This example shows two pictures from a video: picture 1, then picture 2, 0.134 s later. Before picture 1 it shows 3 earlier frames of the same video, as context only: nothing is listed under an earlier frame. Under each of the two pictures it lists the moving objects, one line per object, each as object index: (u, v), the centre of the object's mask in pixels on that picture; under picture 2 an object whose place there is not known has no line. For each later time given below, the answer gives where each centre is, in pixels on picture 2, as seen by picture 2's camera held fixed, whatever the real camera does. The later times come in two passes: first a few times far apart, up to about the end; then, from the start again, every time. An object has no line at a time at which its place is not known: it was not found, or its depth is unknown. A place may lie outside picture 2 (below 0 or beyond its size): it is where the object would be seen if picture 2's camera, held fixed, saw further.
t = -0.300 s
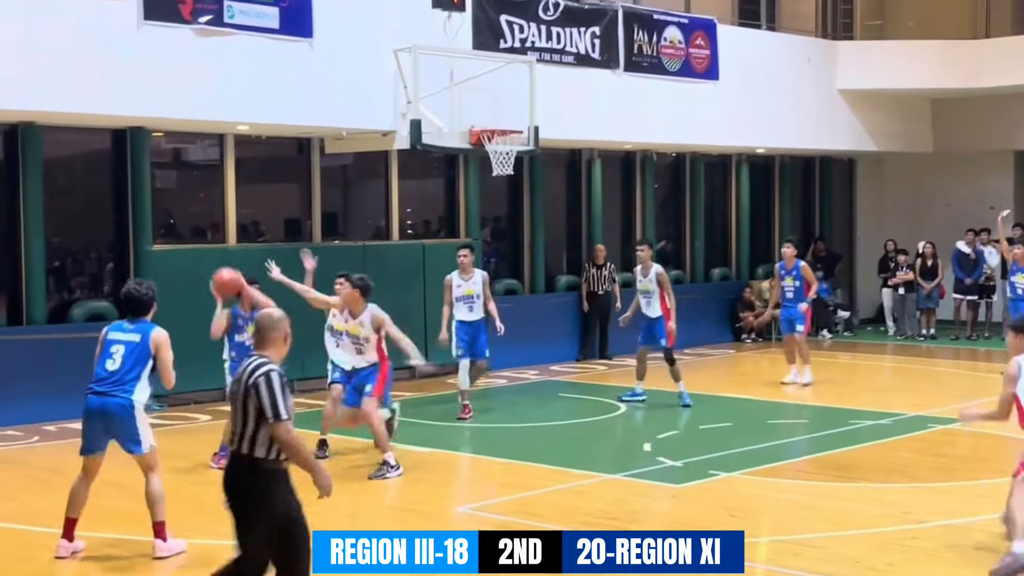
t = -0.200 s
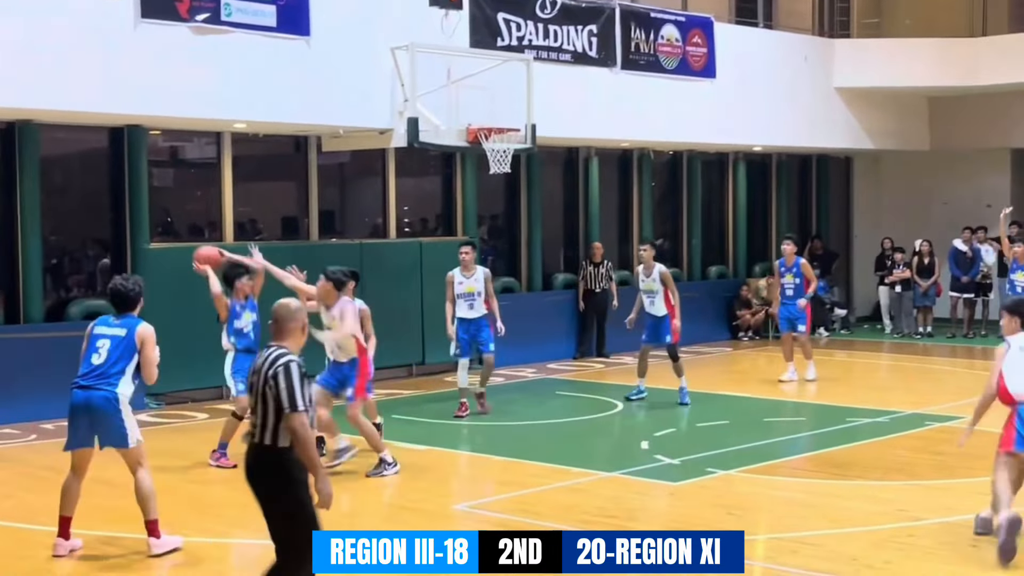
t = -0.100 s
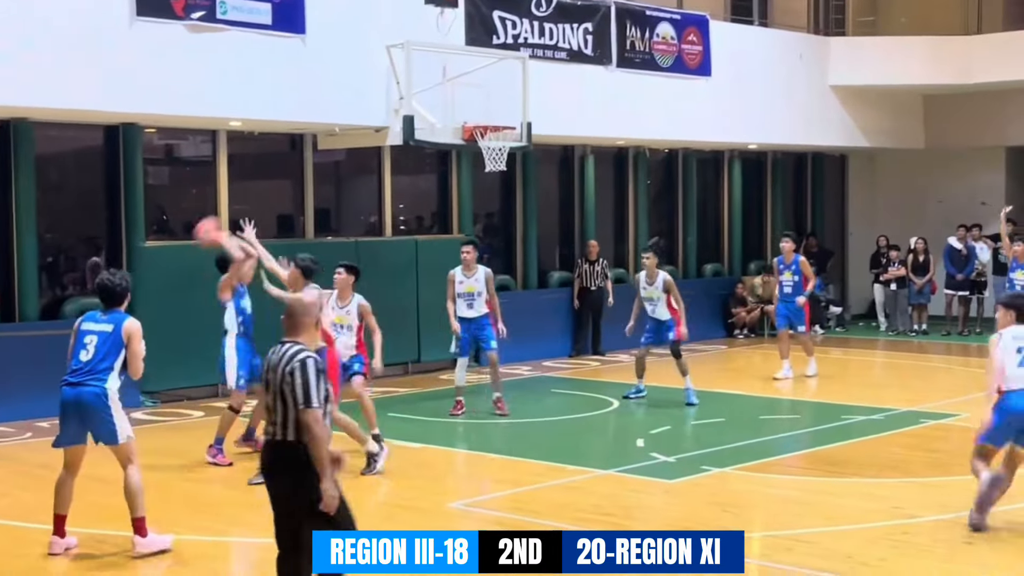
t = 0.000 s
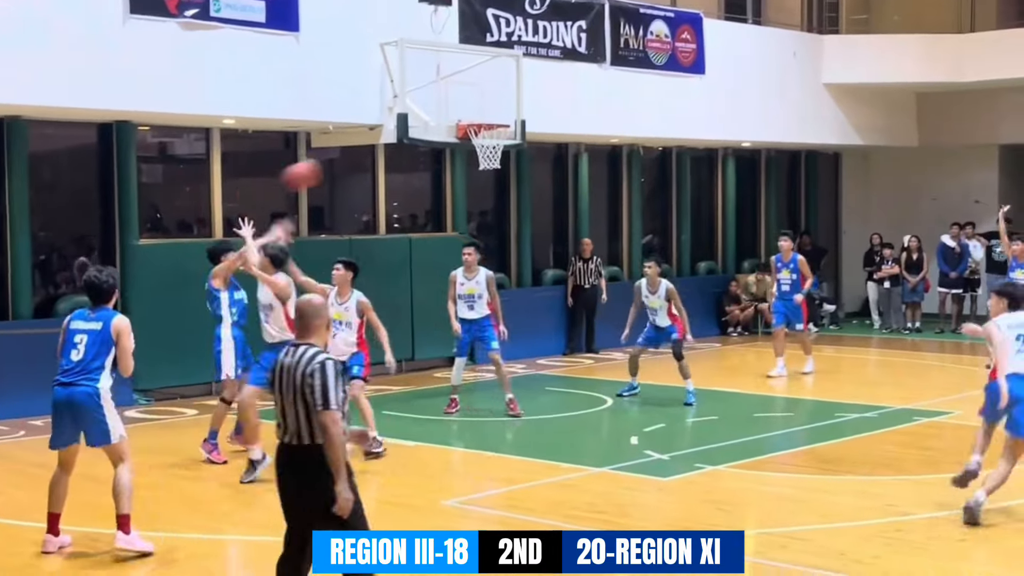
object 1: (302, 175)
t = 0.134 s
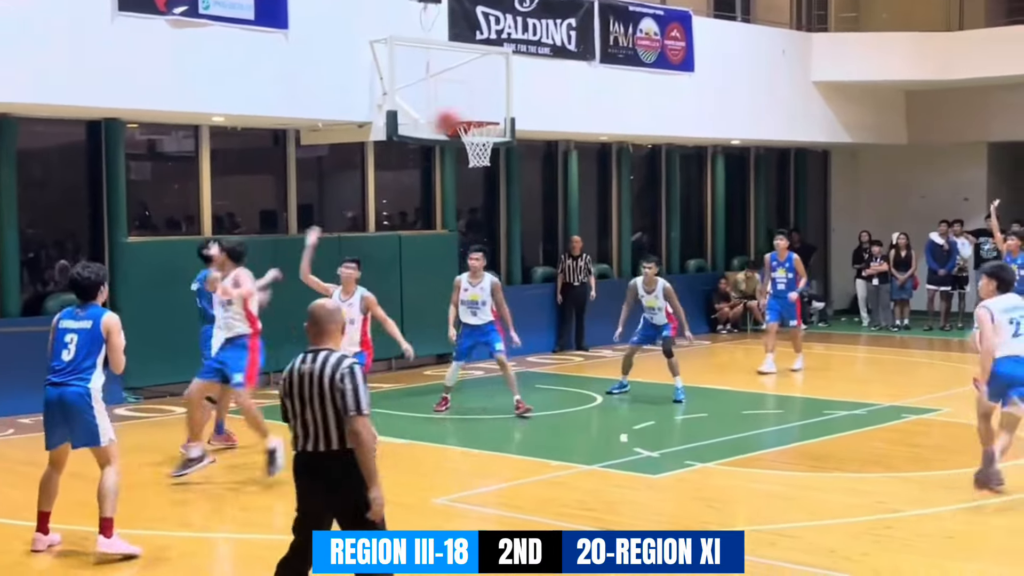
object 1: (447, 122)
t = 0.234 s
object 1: (559, 95)
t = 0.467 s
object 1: (796, 84)
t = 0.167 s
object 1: (486, 111)
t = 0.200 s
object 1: (522, 102)
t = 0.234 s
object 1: (559, 95)
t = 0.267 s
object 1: (594, 90)
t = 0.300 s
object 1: (629, 85)
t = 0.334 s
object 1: (664, 83)
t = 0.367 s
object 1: (698, 81)
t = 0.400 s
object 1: (730, 81)
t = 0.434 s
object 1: (762, 82)
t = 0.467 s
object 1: (796, 84)
